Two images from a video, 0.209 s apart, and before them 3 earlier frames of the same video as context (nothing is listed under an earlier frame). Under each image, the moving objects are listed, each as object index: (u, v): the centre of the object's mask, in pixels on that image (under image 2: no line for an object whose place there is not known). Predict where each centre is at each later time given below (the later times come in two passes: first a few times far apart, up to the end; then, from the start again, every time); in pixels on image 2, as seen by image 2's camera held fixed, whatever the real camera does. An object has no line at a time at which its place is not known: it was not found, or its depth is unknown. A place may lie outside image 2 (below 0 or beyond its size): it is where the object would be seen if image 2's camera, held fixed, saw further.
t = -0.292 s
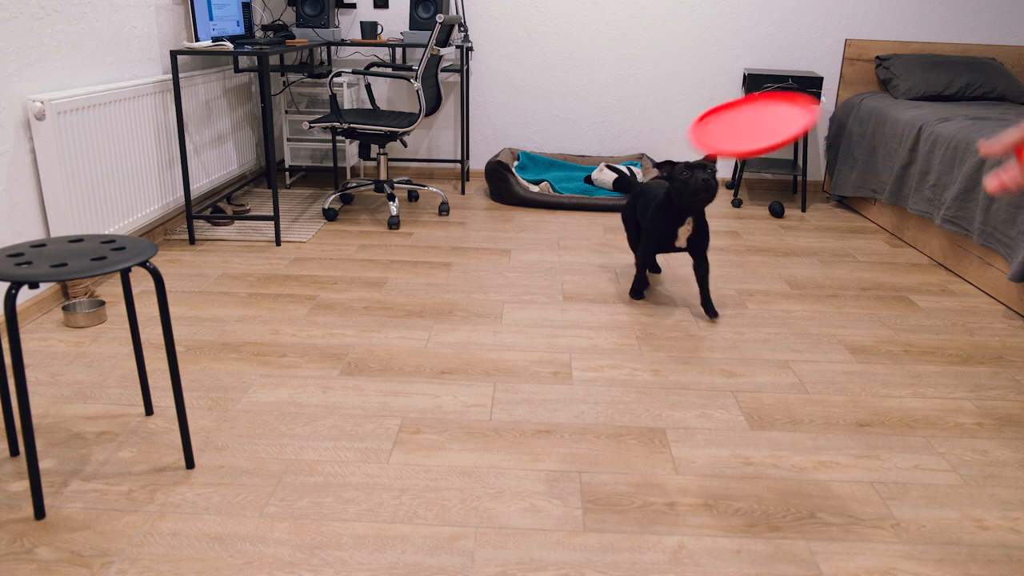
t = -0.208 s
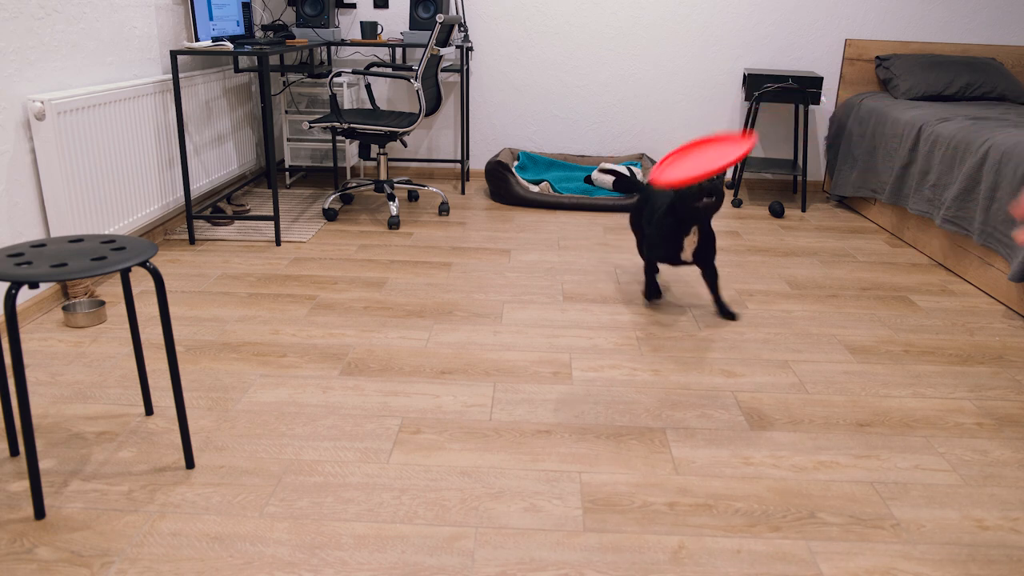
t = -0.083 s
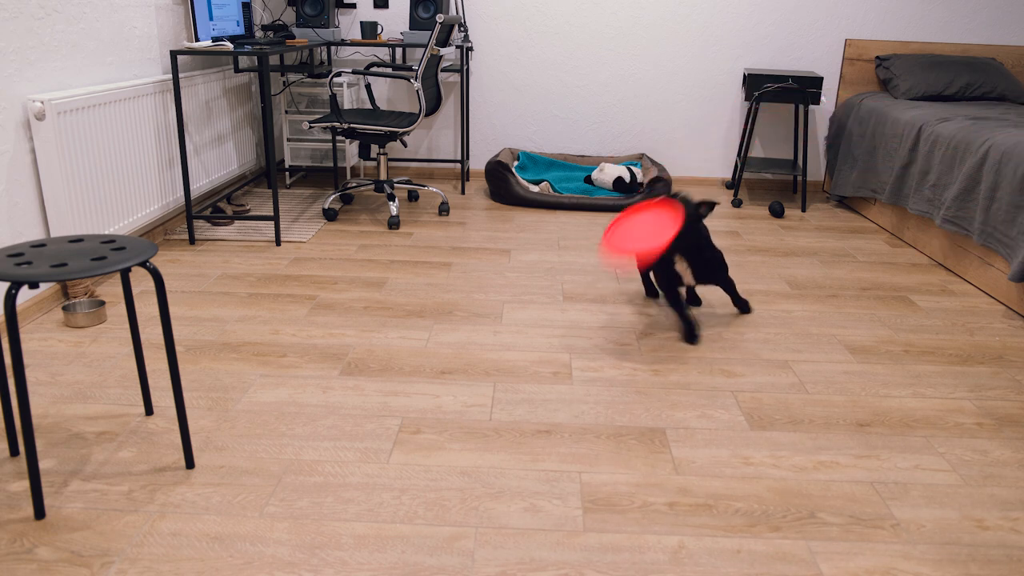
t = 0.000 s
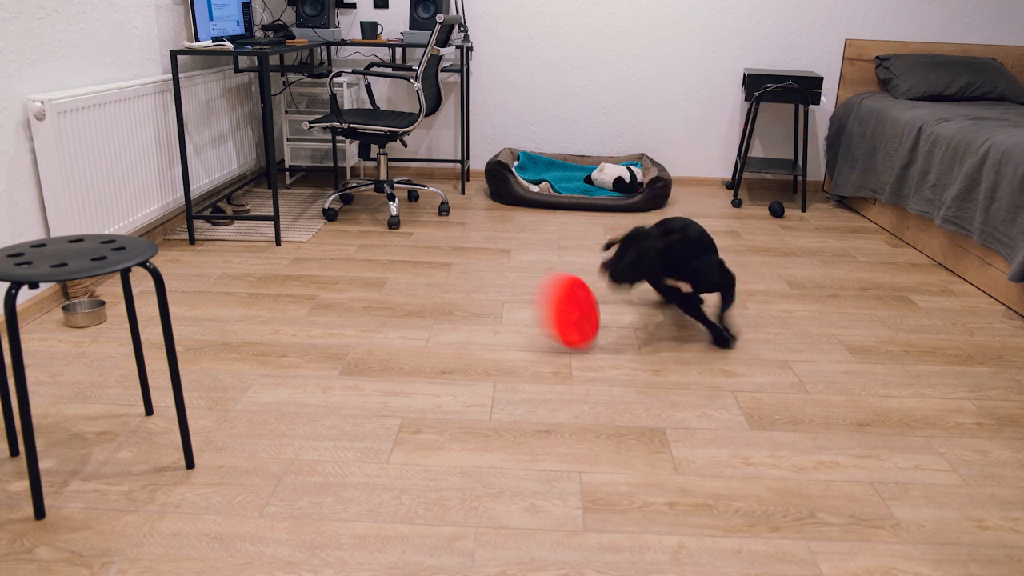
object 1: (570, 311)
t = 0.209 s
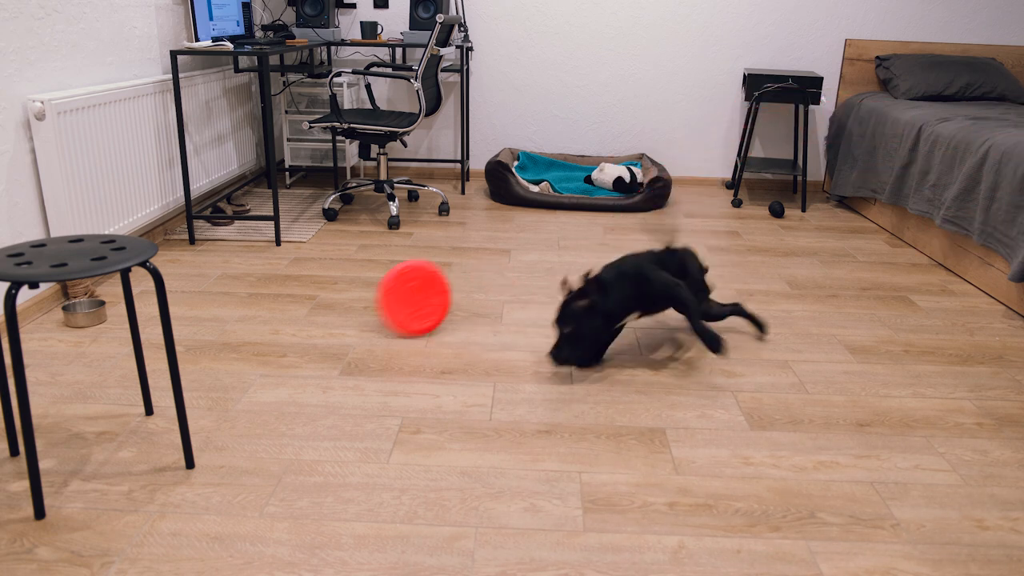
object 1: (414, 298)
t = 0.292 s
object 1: (373, 285)
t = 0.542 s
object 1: (260, 281)
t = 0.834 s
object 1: (137, 305)
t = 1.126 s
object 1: (59, 356)
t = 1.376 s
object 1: (77, 363)
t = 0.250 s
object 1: (398, 295)
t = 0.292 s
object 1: (373, 285)
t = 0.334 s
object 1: (352, 284)
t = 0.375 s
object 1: (332, 286)
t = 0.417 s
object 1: (314, 278)
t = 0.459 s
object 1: (297, 274)
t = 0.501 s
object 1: (278, 274)
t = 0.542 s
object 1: (260, 281)
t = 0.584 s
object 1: (243, 291)
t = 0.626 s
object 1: (224, 293)
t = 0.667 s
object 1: (204, 294)
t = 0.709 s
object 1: (188, 291)
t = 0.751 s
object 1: (173, 290)
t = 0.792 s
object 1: (154, 298)
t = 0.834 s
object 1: (137, 305)
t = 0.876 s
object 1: (125, 307)
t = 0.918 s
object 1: (113, 311)
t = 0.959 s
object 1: (96, 317)
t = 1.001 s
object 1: (88, 323)
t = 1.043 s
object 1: (76, 333)
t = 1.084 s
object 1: (66, 345)
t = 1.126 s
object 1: (59, 356)
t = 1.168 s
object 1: (58, 360)
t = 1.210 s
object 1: (60, 361)
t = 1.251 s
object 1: (63, 362)
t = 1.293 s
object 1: (67, 363)
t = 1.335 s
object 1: (72, 363)
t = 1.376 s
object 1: (77, 363)
